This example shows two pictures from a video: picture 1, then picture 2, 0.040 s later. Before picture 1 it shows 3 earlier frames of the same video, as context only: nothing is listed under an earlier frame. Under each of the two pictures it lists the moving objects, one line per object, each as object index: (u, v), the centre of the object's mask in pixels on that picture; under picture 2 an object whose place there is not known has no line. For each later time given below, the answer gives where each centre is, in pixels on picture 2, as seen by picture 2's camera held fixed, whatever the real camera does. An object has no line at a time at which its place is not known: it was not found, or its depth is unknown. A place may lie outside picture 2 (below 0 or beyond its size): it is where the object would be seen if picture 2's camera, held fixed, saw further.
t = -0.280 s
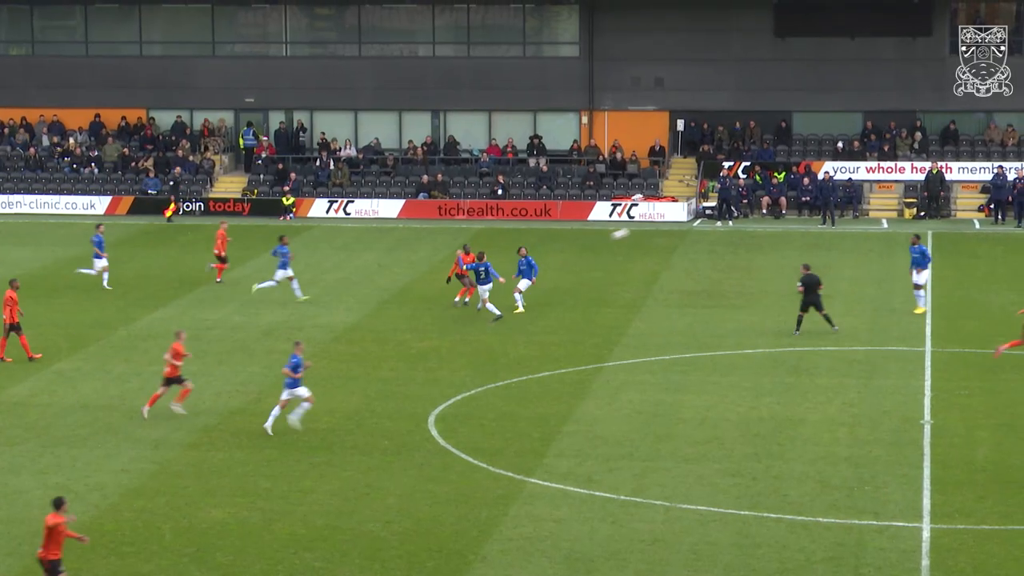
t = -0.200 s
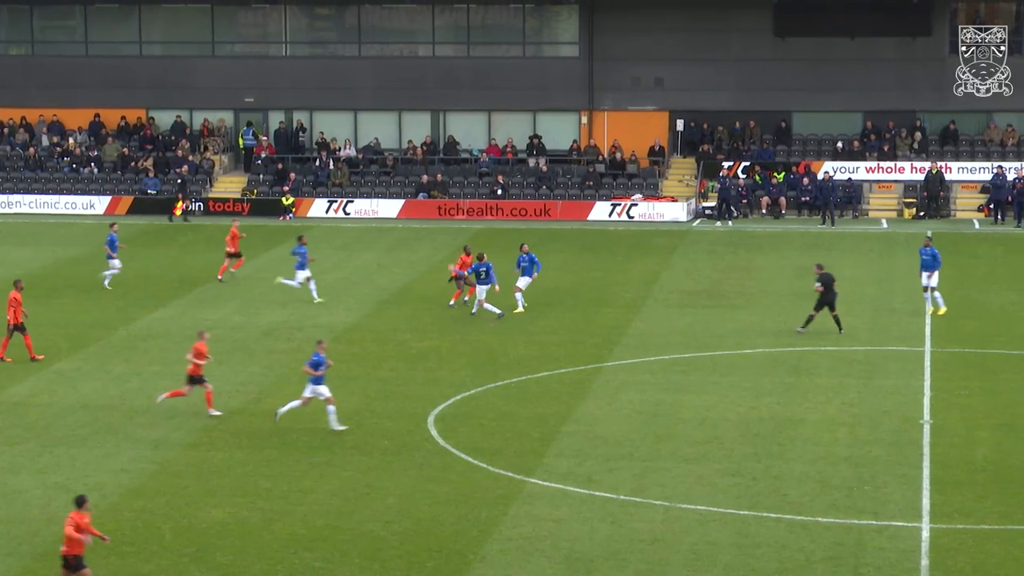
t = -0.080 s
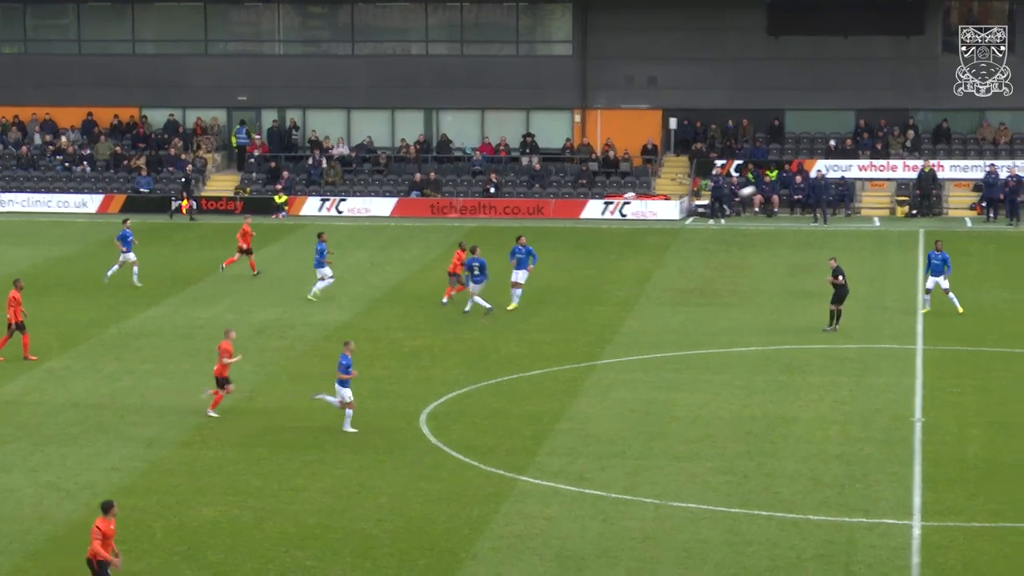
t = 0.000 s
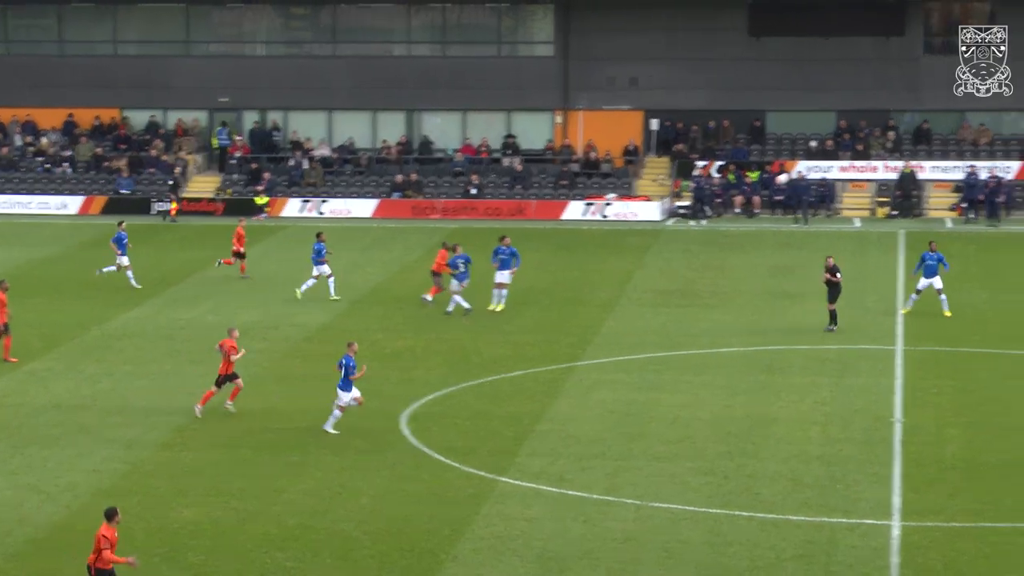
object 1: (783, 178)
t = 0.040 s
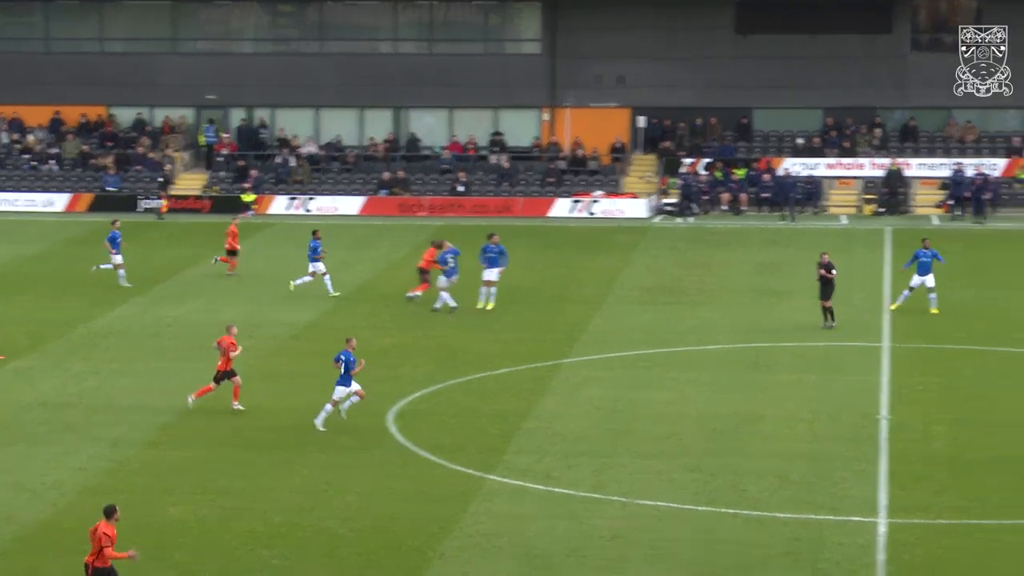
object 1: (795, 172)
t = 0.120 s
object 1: (853, 158)
